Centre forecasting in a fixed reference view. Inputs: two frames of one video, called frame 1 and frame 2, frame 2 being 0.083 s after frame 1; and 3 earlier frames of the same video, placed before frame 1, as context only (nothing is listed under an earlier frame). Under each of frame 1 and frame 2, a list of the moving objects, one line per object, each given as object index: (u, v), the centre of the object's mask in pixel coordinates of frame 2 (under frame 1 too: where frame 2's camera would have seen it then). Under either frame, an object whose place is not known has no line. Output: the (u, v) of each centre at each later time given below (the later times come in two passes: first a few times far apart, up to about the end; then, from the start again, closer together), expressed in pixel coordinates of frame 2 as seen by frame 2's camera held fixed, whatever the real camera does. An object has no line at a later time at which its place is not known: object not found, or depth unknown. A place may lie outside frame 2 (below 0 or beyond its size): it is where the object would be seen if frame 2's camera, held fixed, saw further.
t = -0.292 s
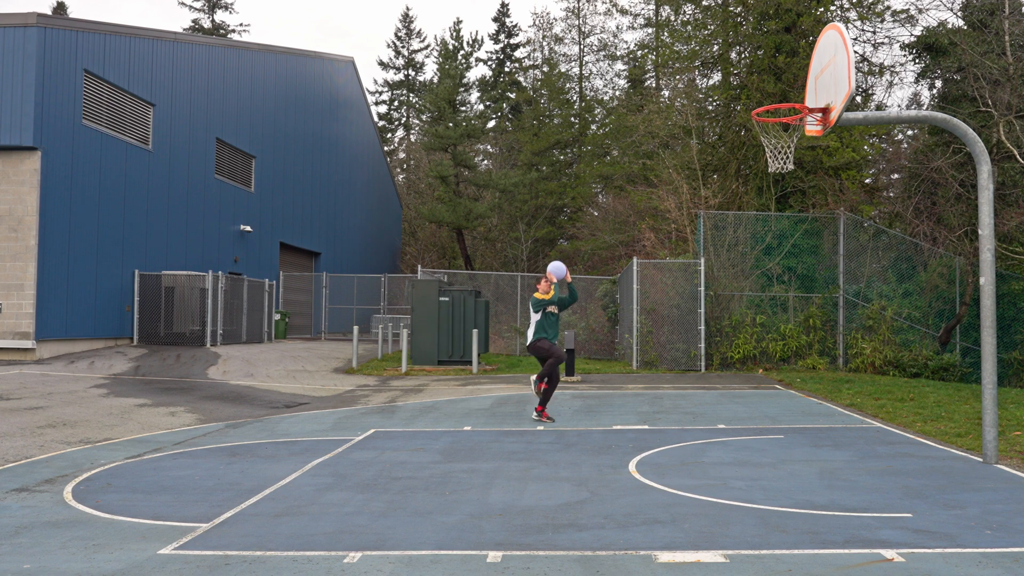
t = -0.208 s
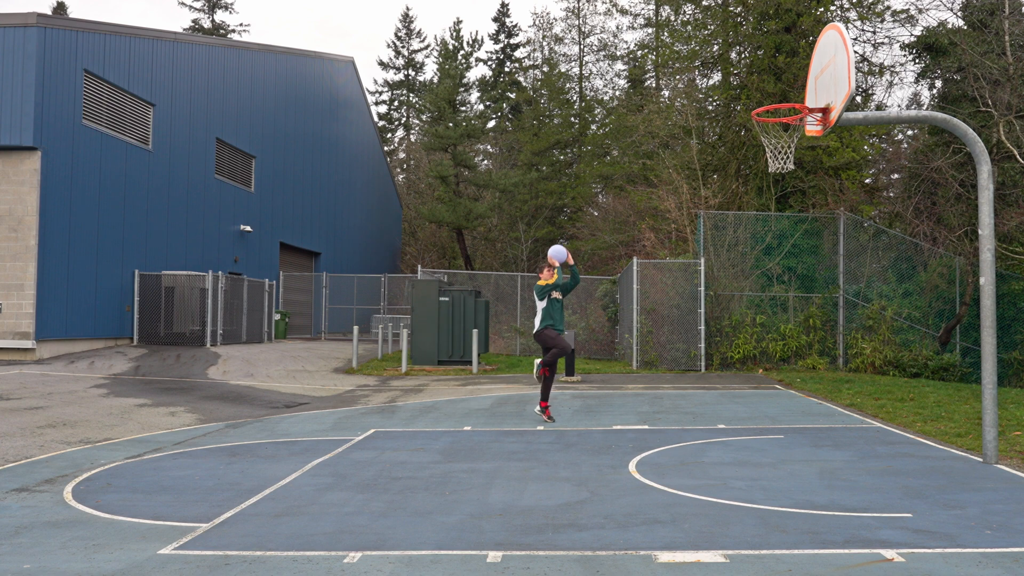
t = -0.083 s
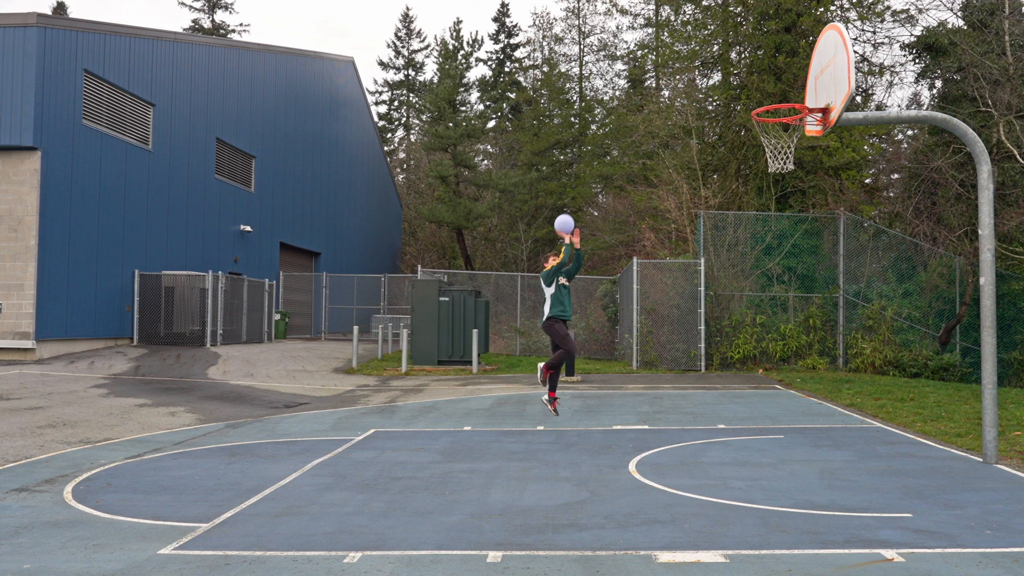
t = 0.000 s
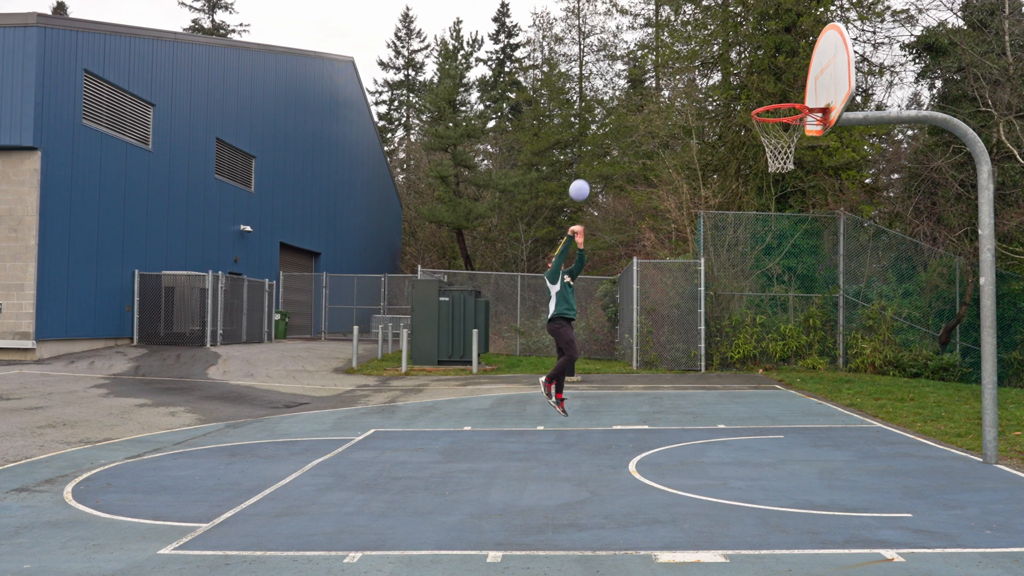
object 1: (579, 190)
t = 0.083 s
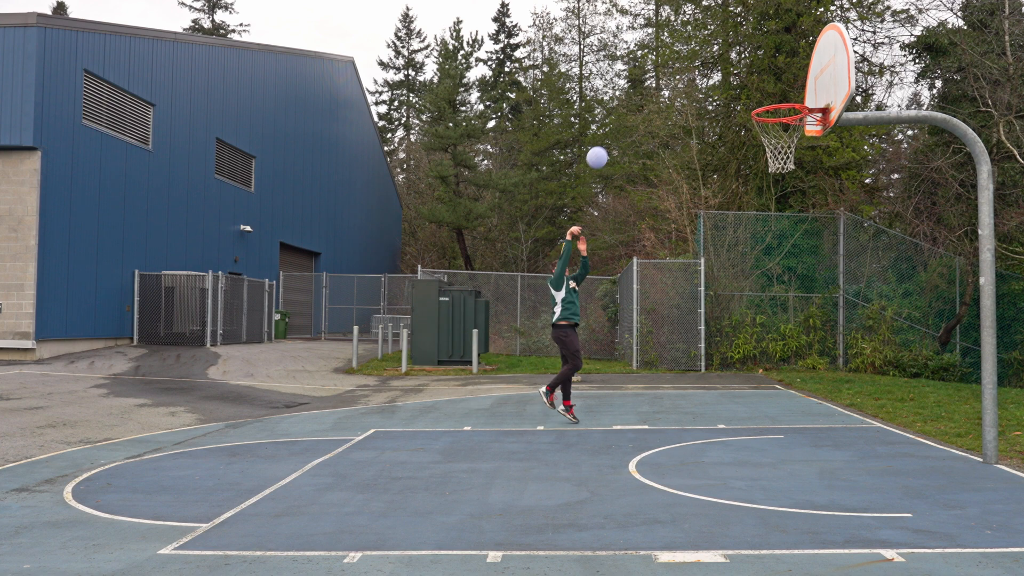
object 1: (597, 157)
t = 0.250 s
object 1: (635, 106)
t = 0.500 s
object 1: (700, 69)
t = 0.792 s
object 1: (789, 101)
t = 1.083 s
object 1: (779, 130)
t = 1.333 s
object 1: (760, 171)
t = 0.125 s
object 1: (604, 146)
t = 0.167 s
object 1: (615, 129)
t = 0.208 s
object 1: (623, 120)
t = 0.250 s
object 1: (635, 106)
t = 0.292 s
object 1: (643, 98)
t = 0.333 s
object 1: (655, 88)
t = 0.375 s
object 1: (664, 82)
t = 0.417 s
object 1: (677, 76)
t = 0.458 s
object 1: (686, 72)
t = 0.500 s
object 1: (700, 69)
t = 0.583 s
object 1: (724, 69)
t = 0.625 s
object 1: (735, 71)
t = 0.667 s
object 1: (751, 77)
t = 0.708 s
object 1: (762, 82)
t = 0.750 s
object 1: (778, 92)
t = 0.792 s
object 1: (789, 101)
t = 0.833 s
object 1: (779, 111)
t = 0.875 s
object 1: (771, 119)
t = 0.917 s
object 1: (780, 117)
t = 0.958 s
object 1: (786, 117)
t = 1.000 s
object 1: (789, 119)
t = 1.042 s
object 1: (785, 121)
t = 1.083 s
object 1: (779, 130)
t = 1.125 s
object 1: (774, 137)
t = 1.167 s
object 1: (768, 148)
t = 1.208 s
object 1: (766, 152)
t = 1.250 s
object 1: (763, 157)
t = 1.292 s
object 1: (762, 161)
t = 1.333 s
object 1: (760, 171)
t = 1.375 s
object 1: (759, 178)
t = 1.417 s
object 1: (758, 191)
